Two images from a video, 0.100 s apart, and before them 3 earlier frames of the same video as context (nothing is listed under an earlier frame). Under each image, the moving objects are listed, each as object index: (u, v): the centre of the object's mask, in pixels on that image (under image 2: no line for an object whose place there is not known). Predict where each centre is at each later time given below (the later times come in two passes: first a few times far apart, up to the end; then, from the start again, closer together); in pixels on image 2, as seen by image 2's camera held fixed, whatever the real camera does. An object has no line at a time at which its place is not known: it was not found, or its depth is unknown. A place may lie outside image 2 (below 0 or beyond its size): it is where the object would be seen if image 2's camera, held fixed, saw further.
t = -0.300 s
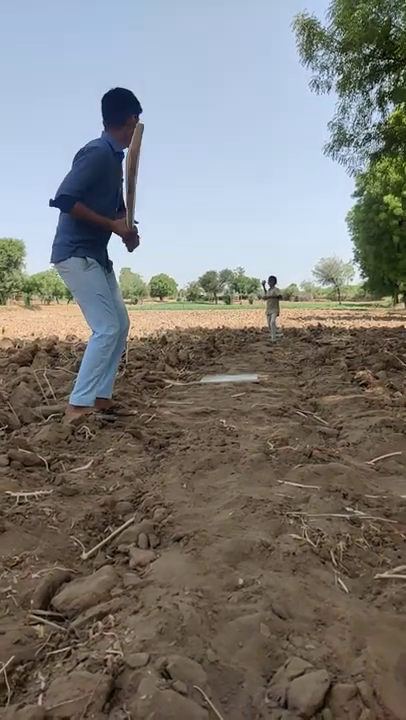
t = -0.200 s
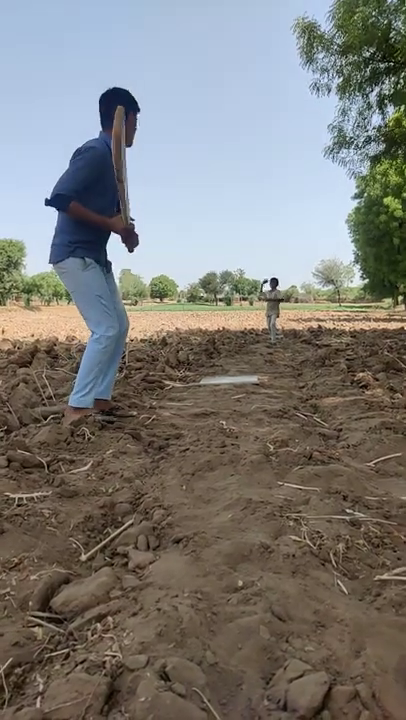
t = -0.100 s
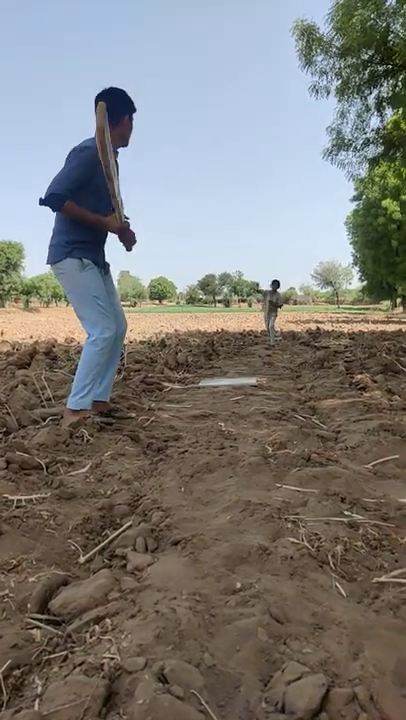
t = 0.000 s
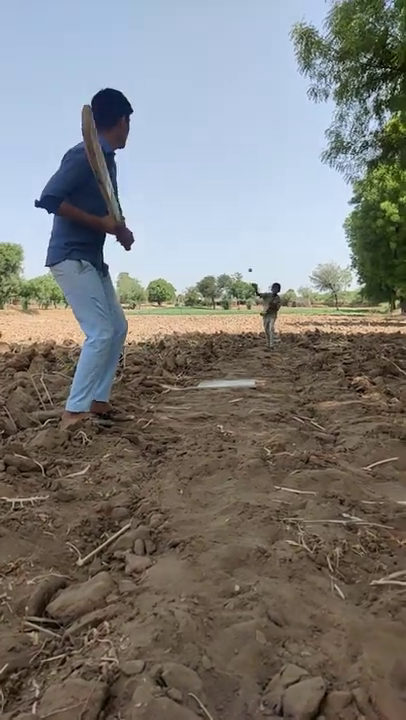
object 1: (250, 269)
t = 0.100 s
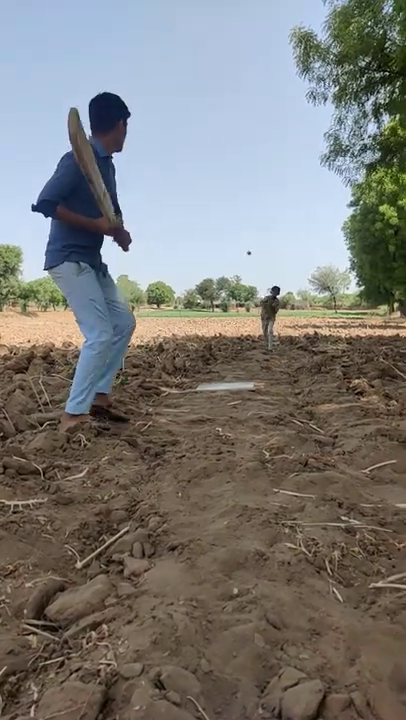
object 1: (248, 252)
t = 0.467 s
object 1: (246, 211)
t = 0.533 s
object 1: (246, 217)
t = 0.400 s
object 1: (247, 212)
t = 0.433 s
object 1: (247, 211)
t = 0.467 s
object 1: (246, 211)
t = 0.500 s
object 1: (246, 212)
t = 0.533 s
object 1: (246, 217)
